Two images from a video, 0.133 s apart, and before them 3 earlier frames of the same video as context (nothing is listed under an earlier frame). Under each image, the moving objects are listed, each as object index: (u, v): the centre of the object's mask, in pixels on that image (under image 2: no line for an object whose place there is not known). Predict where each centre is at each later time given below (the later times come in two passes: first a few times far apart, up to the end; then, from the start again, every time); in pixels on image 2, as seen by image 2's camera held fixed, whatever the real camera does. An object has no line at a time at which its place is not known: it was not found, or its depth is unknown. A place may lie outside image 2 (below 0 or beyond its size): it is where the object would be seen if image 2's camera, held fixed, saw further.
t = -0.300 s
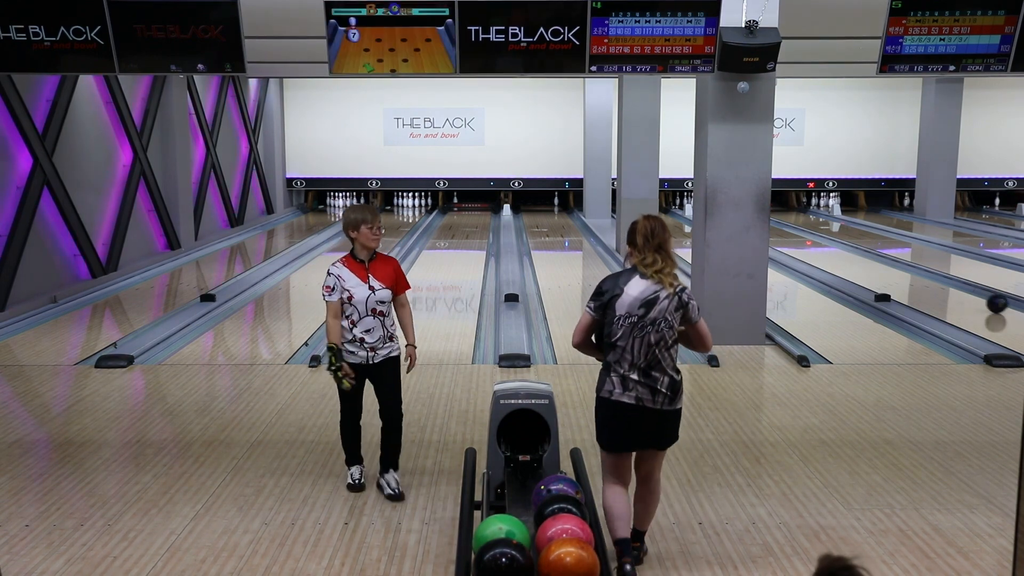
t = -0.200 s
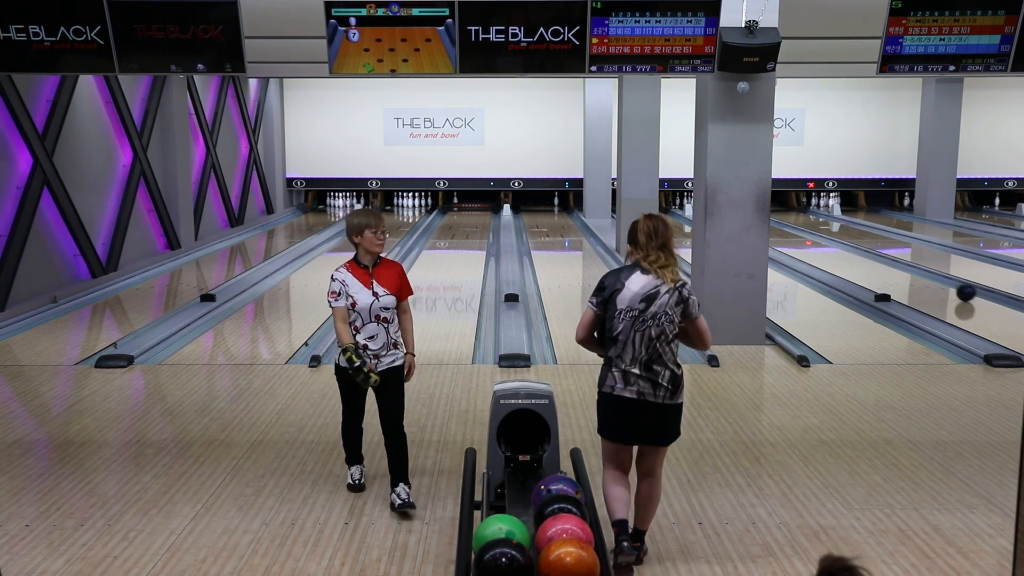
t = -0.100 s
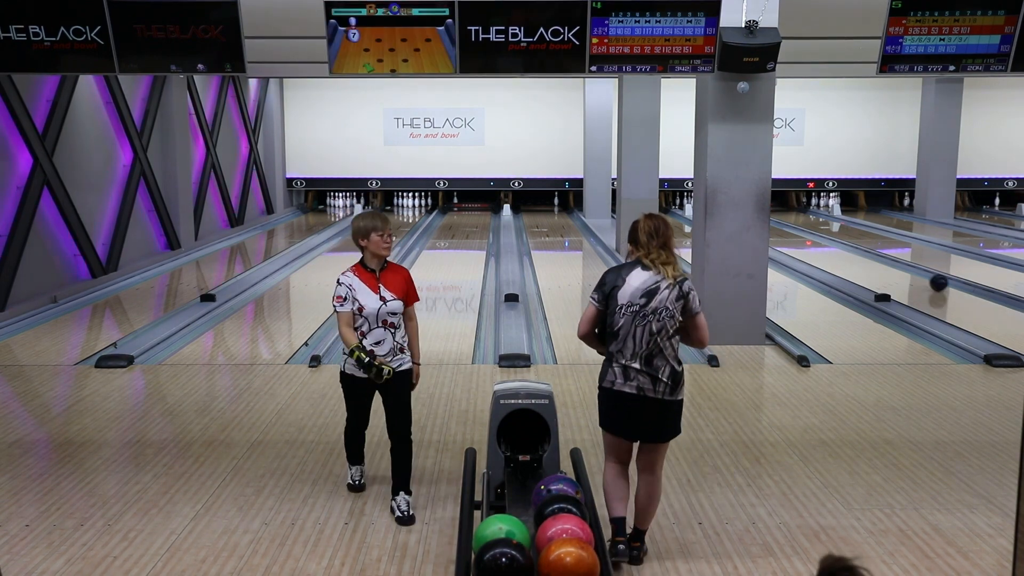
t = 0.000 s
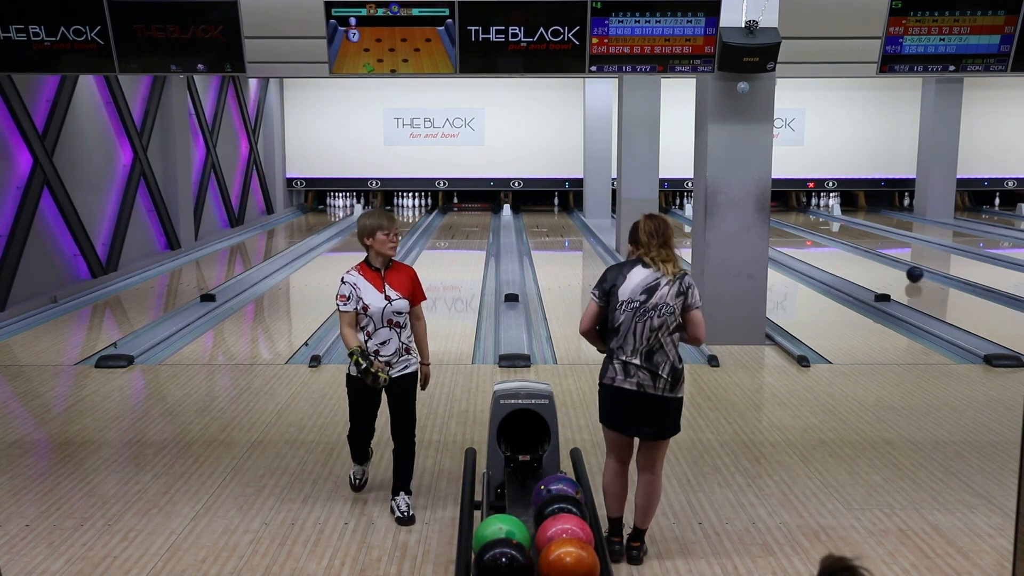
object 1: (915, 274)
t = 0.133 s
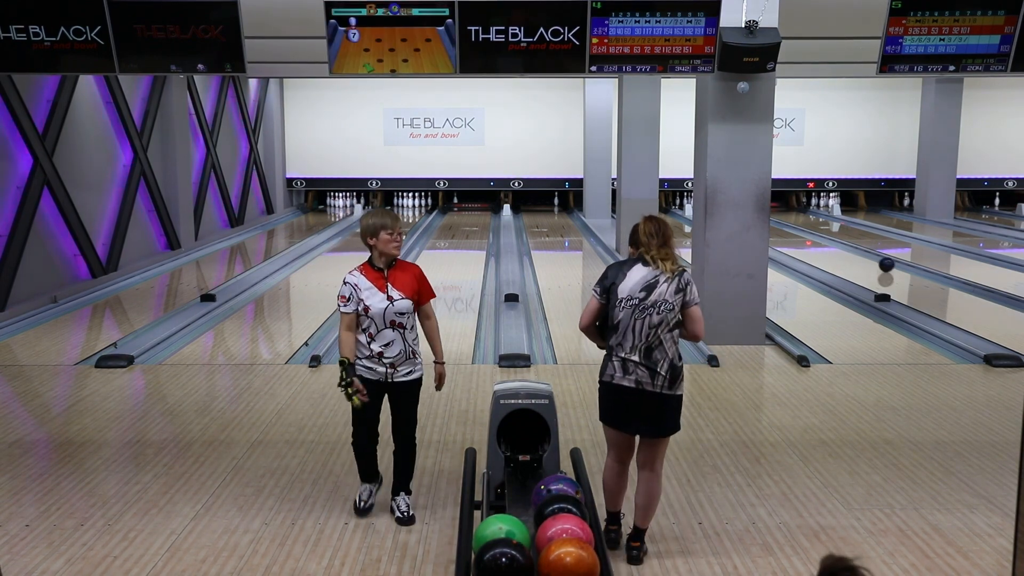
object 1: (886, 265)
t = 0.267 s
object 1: (862, 256)
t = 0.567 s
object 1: (817, 240)
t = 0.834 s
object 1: (786, 229)
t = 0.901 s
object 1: (779, 227)
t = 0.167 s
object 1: (880, 262)
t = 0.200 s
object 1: (874, 260)
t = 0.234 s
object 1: (868, 258)
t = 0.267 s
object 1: (862, 256)
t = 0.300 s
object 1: (856, 254)
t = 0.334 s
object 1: (851, 252)
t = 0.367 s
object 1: (846, 250)
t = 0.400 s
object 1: (841, 248)
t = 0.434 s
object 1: (836, 246)
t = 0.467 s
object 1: (831, 245)
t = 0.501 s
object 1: (826, 243)
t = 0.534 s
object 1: (822, 242)
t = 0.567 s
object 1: (817, 240)
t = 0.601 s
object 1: (813, 239)
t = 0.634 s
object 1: (809, 237)
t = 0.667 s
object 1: (805, 236)
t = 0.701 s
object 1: (801, 234)
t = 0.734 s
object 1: (797, 233)
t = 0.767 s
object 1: (793, 232)
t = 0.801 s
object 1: (790, 231)
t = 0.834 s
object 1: (786, 229)
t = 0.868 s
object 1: (783, 228)
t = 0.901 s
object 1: (779, 227)
